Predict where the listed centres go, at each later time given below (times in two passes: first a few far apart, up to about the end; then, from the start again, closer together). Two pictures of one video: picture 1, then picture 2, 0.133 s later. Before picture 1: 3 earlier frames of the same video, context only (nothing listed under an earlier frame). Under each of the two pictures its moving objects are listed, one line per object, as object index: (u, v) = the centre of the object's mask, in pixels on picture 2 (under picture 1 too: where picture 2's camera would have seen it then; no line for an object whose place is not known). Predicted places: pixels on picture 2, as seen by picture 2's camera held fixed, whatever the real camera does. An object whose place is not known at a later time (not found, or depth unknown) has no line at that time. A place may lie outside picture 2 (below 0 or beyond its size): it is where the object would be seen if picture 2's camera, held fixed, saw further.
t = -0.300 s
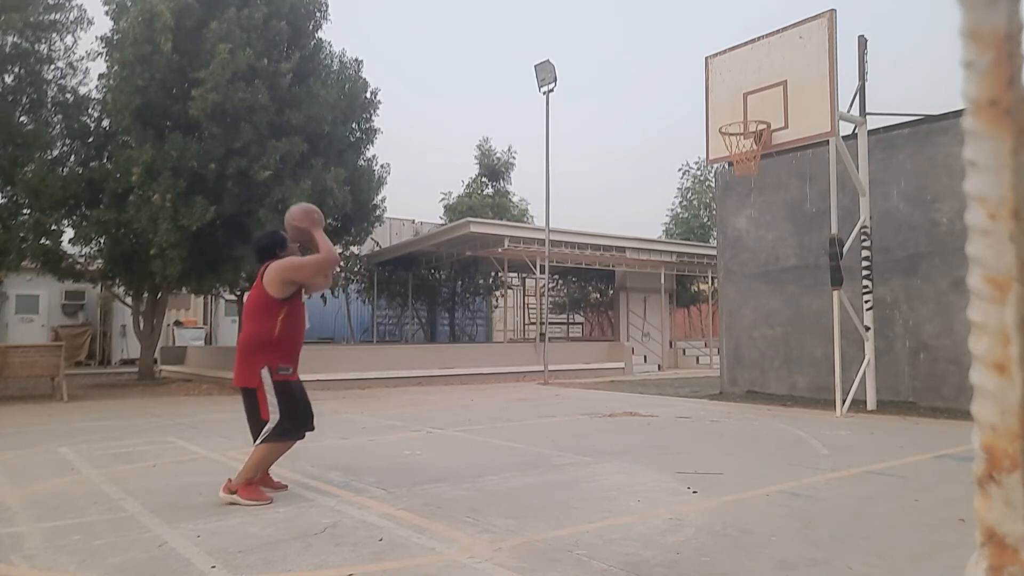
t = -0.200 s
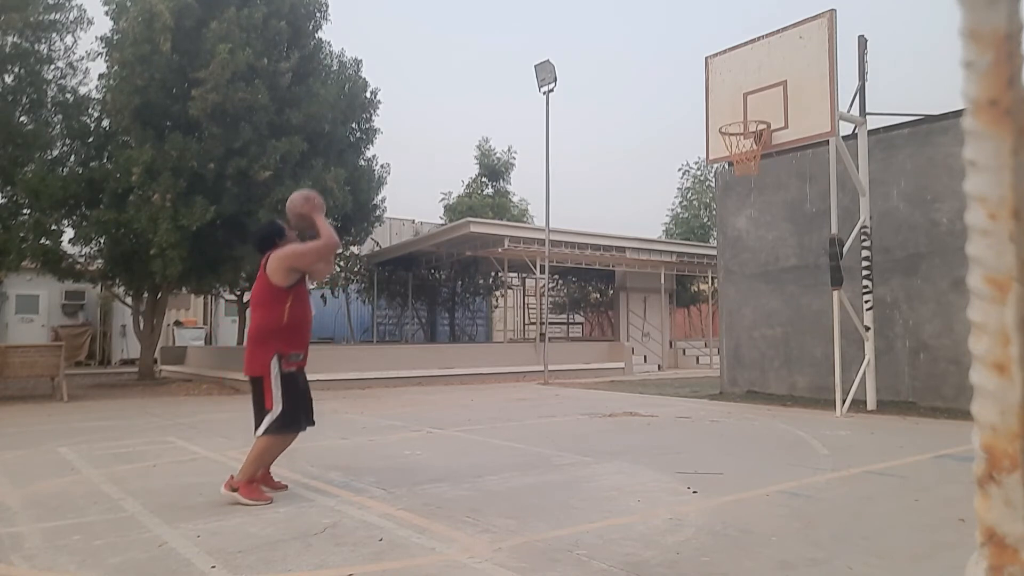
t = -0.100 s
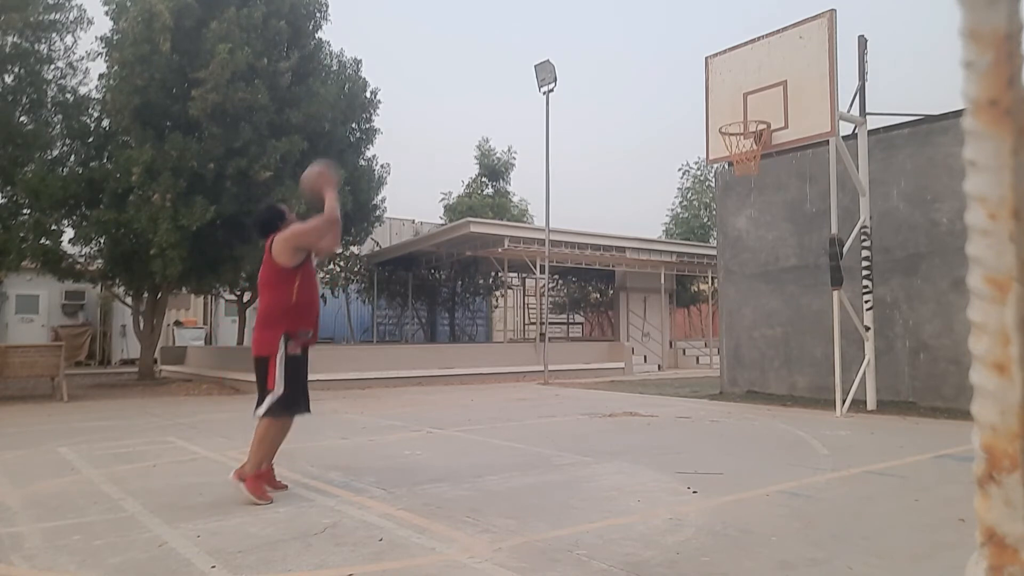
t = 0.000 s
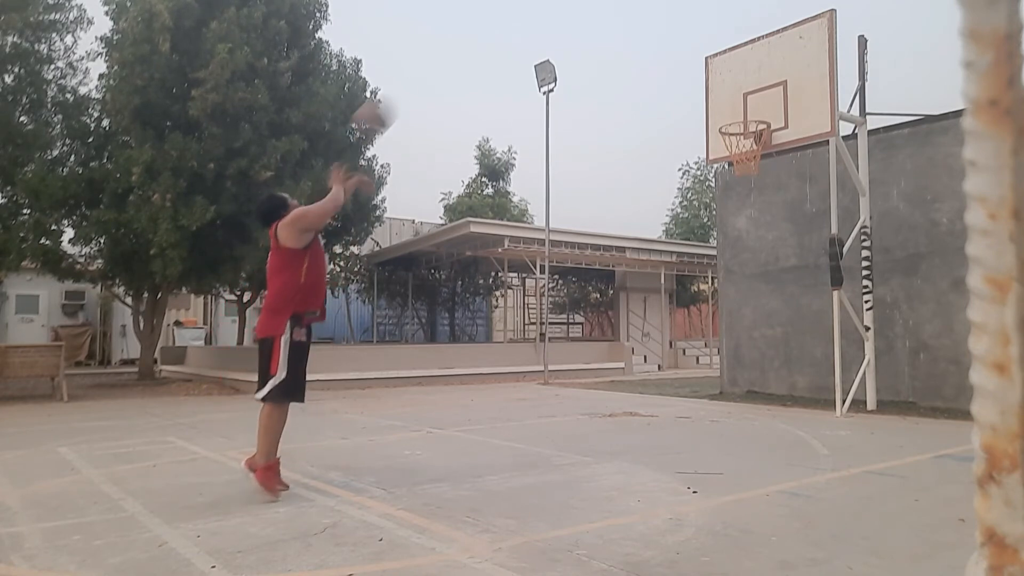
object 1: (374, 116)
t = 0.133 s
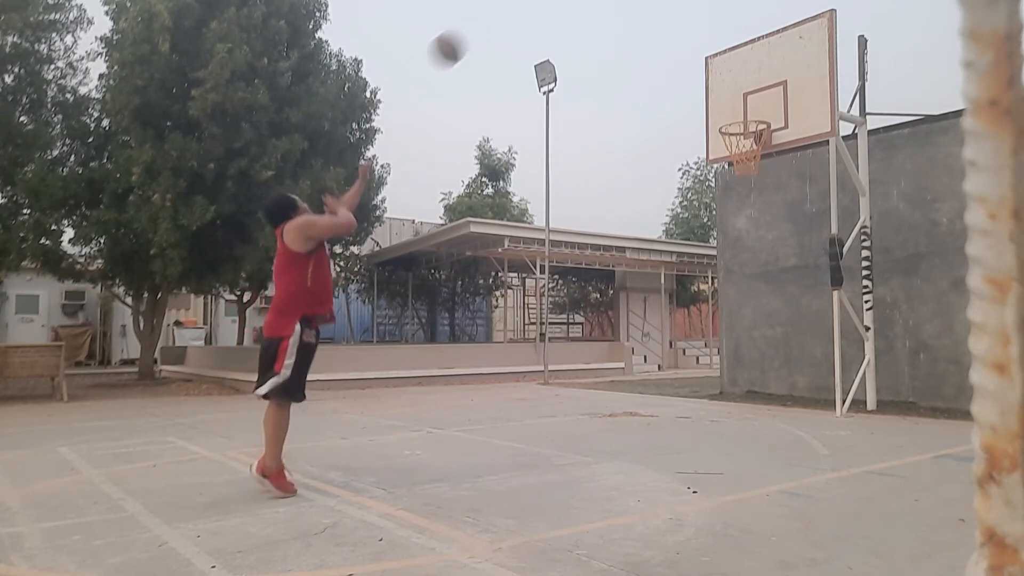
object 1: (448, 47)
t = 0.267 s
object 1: (512, 11)
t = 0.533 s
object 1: (616, 6)
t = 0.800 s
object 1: (701, 58)
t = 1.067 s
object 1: (745, 163)
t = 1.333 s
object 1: (728, 298)
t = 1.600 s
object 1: (711, 368)
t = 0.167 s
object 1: (466, 35)
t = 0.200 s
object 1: (481, 25)
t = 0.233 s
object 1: (496, 16)
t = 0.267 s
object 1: (512, 11)
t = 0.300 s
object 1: (526, 8)
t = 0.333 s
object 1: (540, 6)
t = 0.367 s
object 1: (554, 5)
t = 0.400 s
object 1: (566, 4)
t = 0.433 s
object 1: (579, 3)
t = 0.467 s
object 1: (591, 4)
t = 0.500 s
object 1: (604, 5)
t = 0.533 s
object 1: (616, 6)
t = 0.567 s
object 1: (628, 8)
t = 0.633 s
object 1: (650, 14)
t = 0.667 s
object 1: (661, 21)
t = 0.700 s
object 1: (672, 29)
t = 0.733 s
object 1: (682, 38)
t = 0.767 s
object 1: (692, 48)
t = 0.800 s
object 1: (701, 58)
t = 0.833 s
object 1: (712, 70)
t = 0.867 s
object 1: (721, 83)
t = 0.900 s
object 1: (730, 96)
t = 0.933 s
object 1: (739, 111)
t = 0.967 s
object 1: (750, 127)
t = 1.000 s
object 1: (751, 139)
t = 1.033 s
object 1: (745, 151)
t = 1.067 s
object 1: (745, 163)
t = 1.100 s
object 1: (741, 176)
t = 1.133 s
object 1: (740, 190)
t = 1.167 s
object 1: (738, 205)
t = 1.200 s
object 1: (736, 223)
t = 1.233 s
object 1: (735, 239)
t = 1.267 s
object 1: (732, 256)
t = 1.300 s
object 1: (730, 278)
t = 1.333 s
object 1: (728, 298)
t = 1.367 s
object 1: (727, 321)
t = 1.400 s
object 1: (725, 342)
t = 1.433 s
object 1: (722, 371)
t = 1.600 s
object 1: (711, 368)
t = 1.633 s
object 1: (709, 348)
